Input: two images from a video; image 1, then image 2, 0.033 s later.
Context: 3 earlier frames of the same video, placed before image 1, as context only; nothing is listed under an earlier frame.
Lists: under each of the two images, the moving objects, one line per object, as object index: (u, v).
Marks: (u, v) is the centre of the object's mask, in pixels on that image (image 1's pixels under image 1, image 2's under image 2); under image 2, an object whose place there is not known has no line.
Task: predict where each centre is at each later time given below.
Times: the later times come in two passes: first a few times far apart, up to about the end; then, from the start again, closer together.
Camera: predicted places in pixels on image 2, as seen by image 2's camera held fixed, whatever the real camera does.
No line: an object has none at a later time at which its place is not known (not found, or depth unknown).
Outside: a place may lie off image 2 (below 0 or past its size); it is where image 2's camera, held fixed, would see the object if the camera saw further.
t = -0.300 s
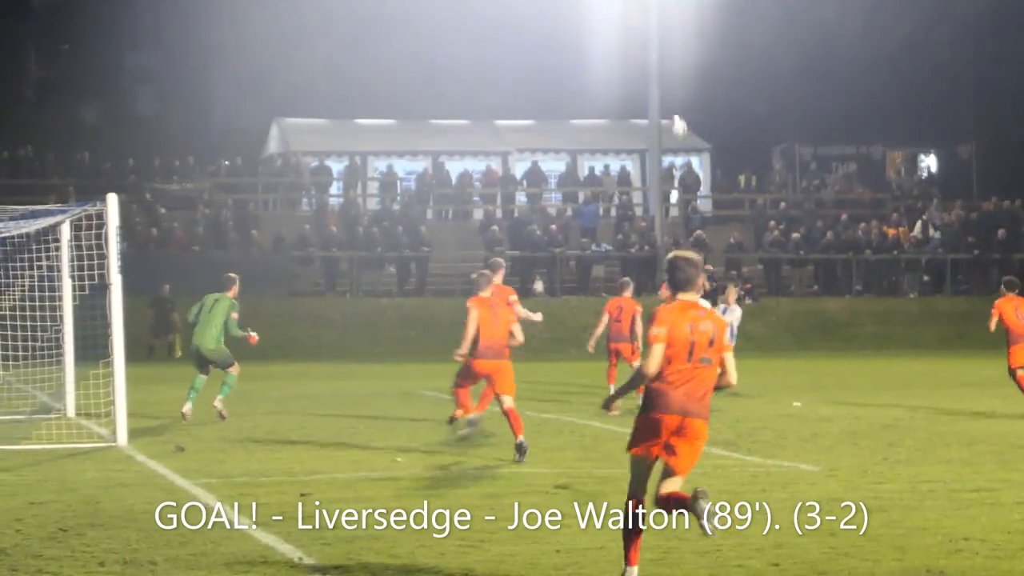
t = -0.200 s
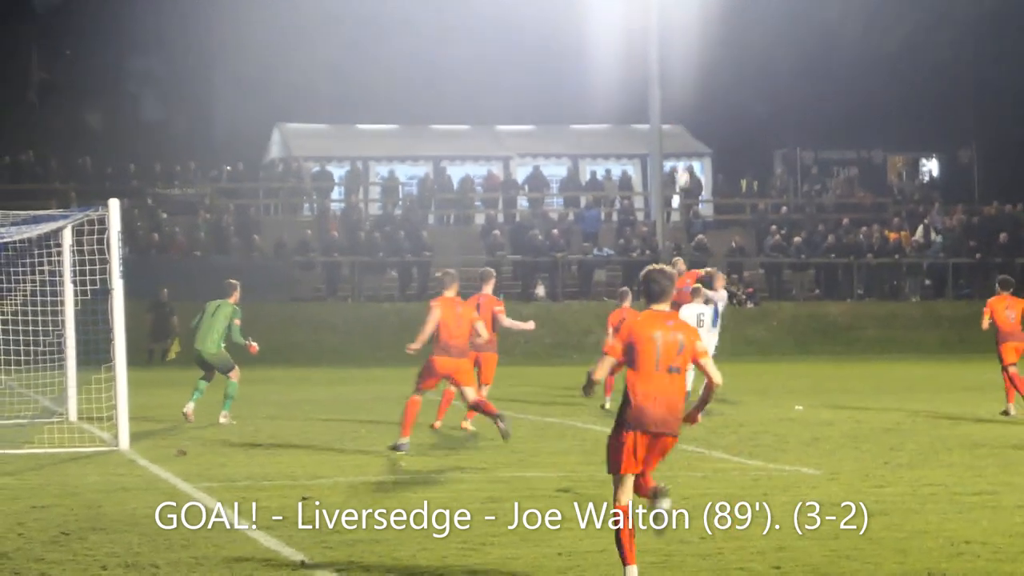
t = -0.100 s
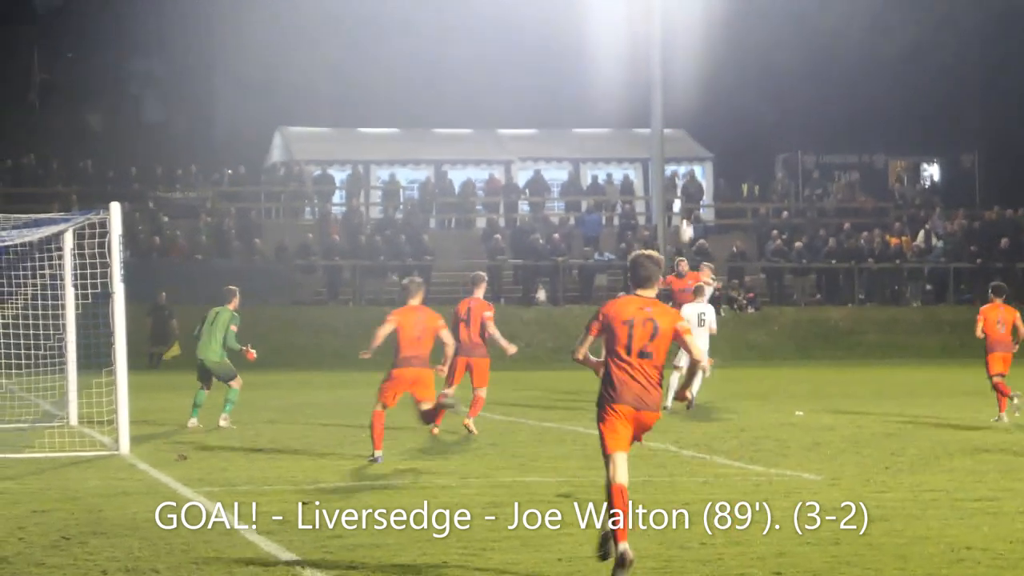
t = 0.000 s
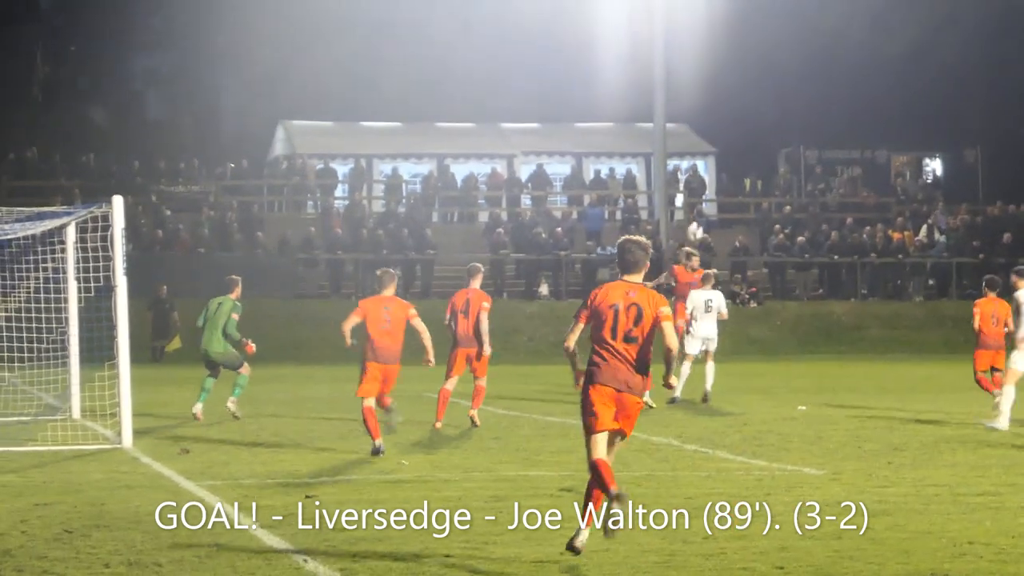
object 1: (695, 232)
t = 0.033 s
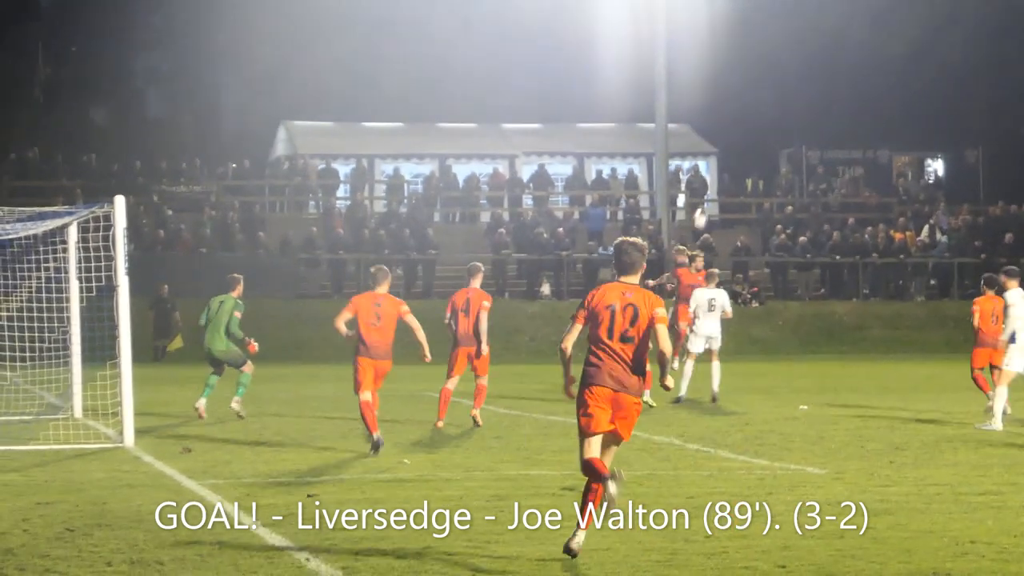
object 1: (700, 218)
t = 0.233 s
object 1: (717, 157)
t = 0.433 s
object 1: (735, 120)
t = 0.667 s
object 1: (755, 104)
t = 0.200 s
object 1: (715, 165)
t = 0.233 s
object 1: (717, 157)
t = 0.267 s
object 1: (721, 148)
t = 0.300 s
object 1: (723, 142)
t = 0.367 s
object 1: (728, 129)
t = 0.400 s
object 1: (732, 125)
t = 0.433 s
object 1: (735, 120)
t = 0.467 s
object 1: (738, 115)
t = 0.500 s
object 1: (742, 111)
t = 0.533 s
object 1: (744, 108)
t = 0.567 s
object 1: (747, 108)
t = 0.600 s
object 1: (749, 105)
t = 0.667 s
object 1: (755, 104)
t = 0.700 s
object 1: (758, 106)
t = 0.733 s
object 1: (760, 108)
